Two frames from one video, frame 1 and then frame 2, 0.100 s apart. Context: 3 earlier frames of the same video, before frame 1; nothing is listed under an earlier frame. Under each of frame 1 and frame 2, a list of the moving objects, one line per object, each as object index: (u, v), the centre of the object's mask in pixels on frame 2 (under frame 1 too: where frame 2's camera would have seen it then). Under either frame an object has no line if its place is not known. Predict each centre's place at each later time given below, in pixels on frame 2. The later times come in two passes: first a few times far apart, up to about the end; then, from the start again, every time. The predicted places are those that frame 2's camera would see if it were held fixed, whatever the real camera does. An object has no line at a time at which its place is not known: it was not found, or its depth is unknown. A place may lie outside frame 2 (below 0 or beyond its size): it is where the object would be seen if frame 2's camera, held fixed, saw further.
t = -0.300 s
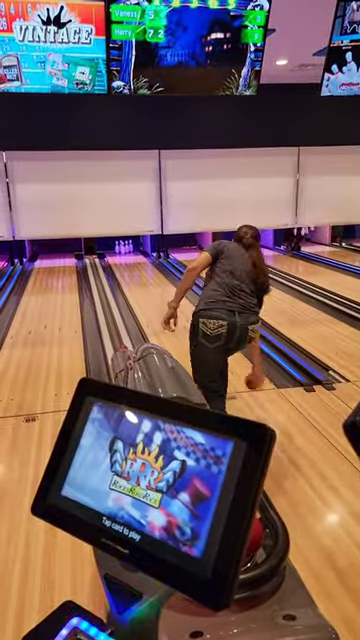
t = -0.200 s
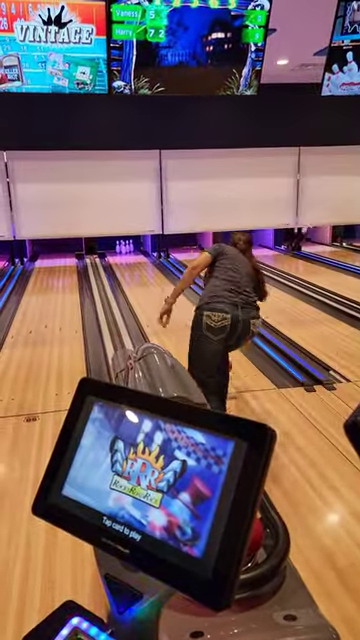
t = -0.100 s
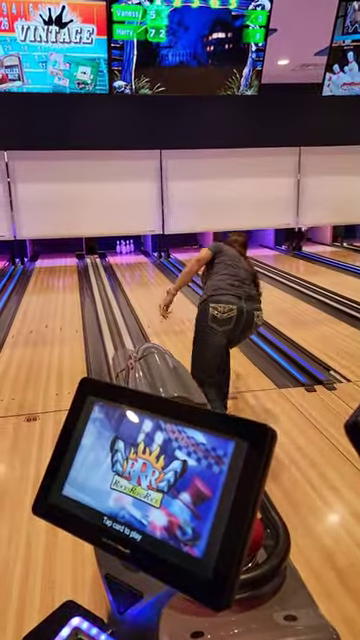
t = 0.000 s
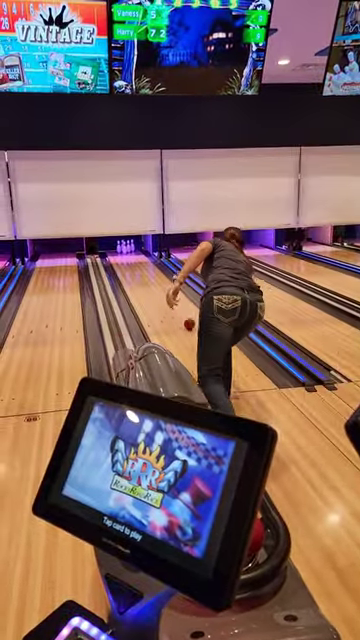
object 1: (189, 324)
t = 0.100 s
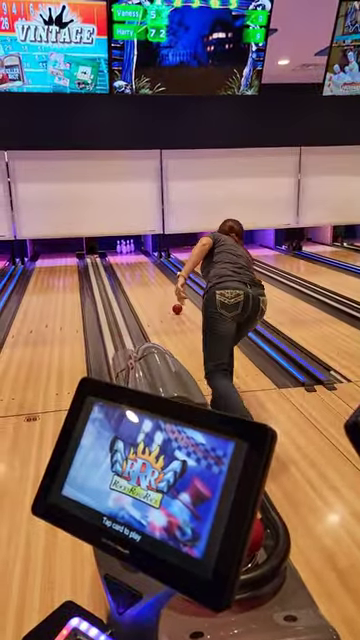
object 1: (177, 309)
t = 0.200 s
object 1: (168, 297)
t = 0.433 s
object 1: (152, 277)
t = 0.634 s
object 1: (143, 265)
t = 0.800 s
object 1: (137, 258)
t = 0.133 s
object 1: (173, 305)
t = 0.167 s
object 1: (170, 301)
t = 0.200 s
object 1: (168, 297)
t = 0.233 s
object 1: (165, 294)
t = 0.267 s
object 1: (163, 290)
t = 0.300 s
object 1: (160, 288)
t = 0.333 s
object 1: (158, 284)
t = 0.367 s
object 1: (156, 282)
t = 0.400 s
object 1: (154, 279)
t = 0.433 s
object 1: (152, 277)
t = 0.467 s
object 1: (150, 275)
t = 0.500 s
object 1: (149, 273)
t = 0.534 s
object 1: (147, 271)
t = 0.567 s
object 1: (145, 268)
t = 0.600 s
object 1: (144, 267)
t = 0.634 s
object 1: (143, 265)
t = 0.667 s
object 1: (142, 263)
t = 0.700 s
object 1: (140, 261)
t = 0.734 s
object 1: (139, 260)
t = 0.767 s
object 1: (138, 258)
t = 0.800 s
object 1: (137, 258)
